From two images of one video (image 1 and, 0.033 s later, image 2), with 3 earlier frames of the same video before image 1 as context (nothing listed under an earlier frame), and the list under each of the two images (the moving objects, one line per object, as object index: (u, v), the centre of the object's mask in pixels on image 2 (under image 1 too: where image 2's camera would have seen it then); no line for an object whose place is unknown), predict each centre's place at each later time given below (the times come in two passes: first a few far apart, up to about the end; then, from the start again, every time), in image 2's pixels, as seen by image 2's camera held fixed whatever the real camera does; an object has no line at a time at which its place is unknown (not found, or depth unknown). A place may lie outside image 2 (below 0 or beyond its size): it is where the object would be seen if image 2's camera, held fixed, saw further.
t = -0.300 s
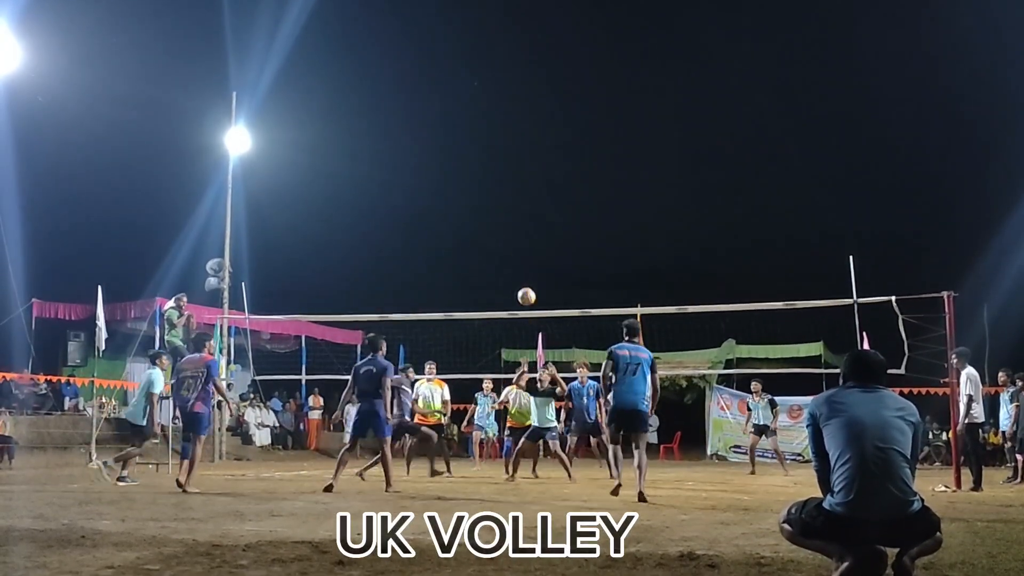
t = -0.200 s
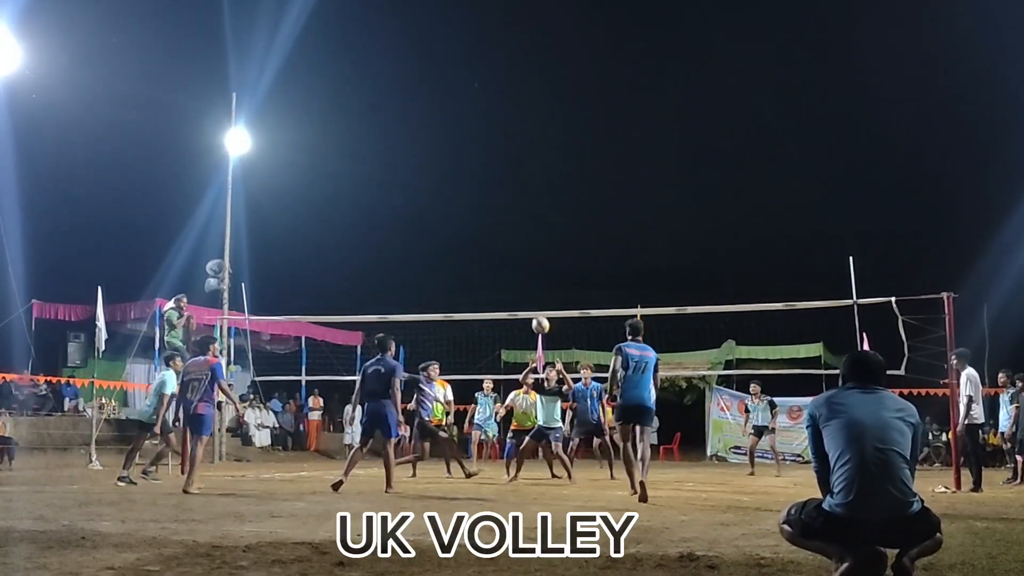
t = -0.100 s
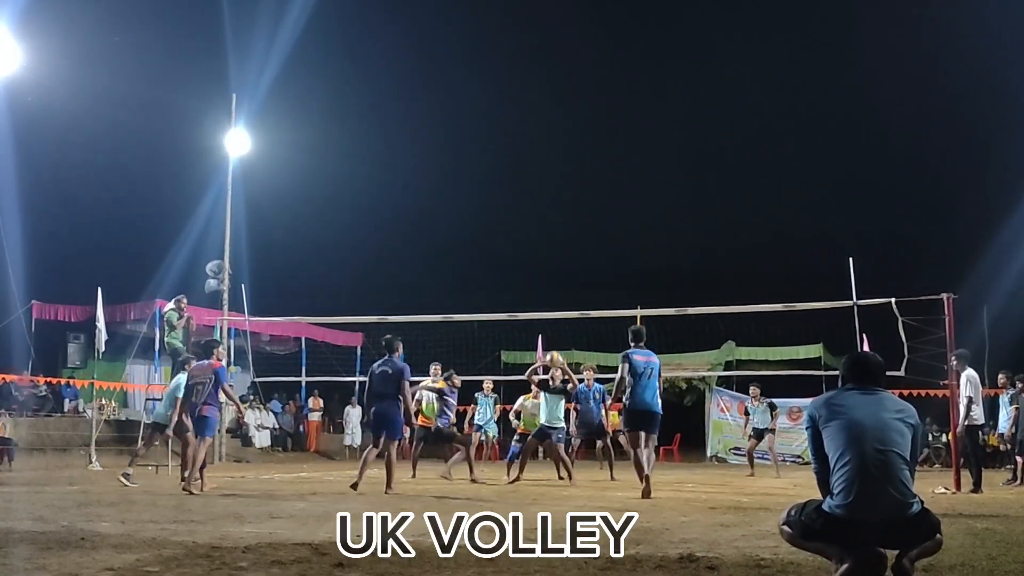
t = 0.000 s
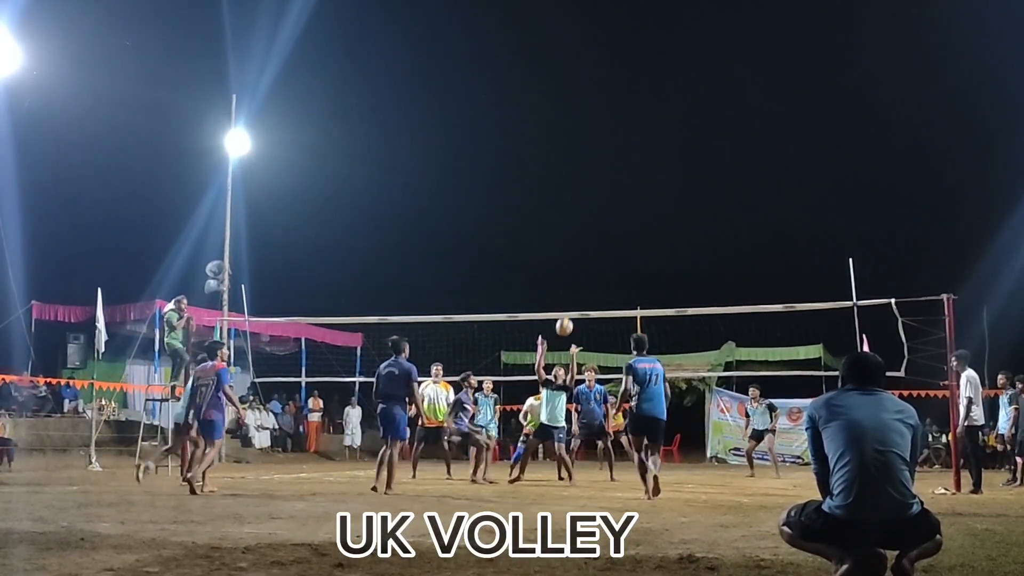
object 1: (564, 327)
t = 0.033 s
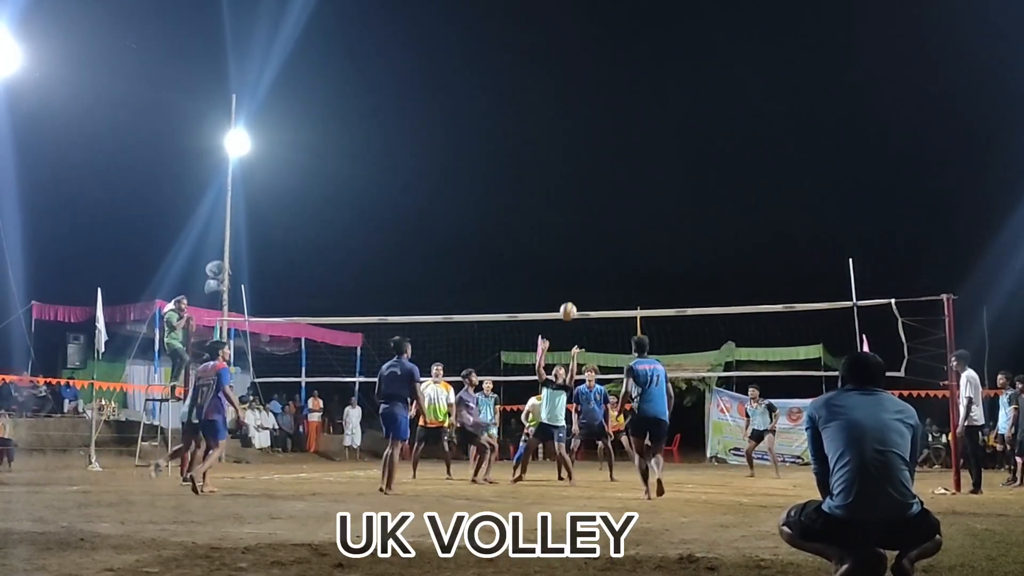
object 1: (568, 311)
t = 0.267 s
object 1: (593, 231)
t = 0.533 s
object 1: (619, 189)
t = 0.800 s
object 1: (645, 200)
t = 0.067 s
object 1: (571, 297)
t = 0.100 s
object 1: (575, 284)
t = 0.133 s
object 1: (579, 271)
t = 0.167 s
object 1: (582, 260)
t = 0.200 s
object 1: (586, 249)
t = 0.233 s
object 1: (590, 239)
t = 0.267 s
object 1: (593, 231)
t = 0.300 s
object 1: (596, 222)
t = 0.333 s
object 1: (600, 215)
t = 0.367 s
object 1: (603, 209)
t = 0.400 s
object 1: (606, 203)
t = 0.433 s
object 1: (609, 198)
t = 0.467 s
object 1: (613, 195)
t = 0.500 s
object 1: (616, 192)
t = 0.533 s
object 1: (619, 189)
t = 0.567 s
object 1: (622, 188)
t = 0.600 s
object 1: (626, 187)
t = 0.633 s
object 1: (629, 187)
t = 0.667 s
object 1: (632, 189)
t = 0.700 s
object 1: (635, 190)
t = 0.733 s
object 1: (638, 193)
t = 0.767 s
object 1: (641, 196)
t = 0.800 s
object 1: (645, 200)
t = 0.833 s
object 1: (648, 205)
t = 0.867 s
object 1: (651, 211)
